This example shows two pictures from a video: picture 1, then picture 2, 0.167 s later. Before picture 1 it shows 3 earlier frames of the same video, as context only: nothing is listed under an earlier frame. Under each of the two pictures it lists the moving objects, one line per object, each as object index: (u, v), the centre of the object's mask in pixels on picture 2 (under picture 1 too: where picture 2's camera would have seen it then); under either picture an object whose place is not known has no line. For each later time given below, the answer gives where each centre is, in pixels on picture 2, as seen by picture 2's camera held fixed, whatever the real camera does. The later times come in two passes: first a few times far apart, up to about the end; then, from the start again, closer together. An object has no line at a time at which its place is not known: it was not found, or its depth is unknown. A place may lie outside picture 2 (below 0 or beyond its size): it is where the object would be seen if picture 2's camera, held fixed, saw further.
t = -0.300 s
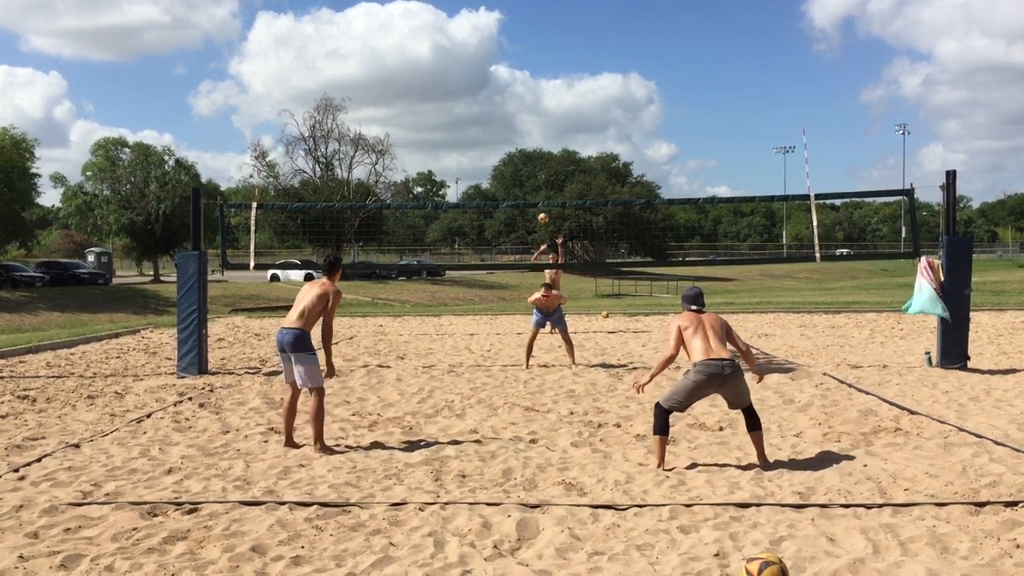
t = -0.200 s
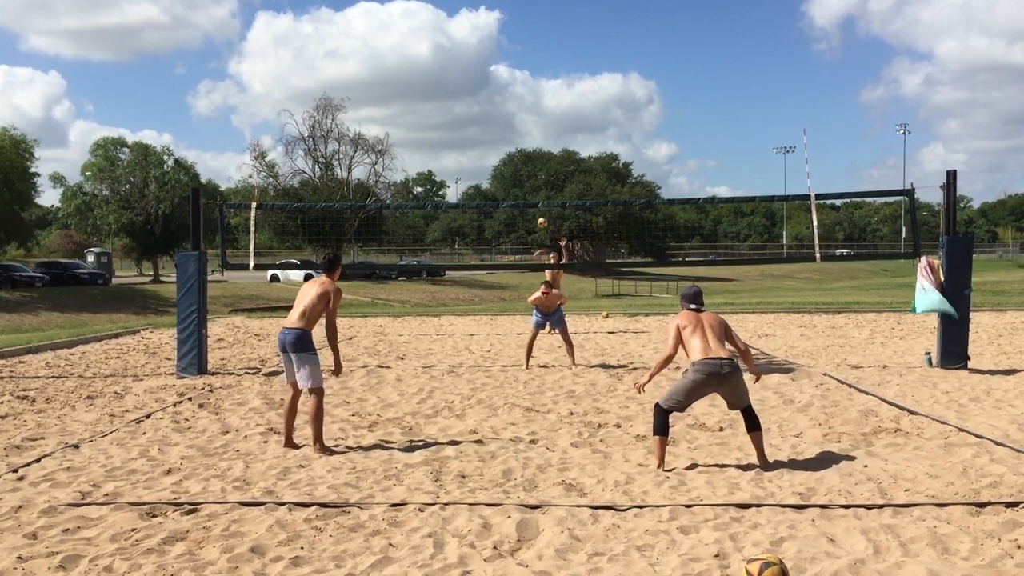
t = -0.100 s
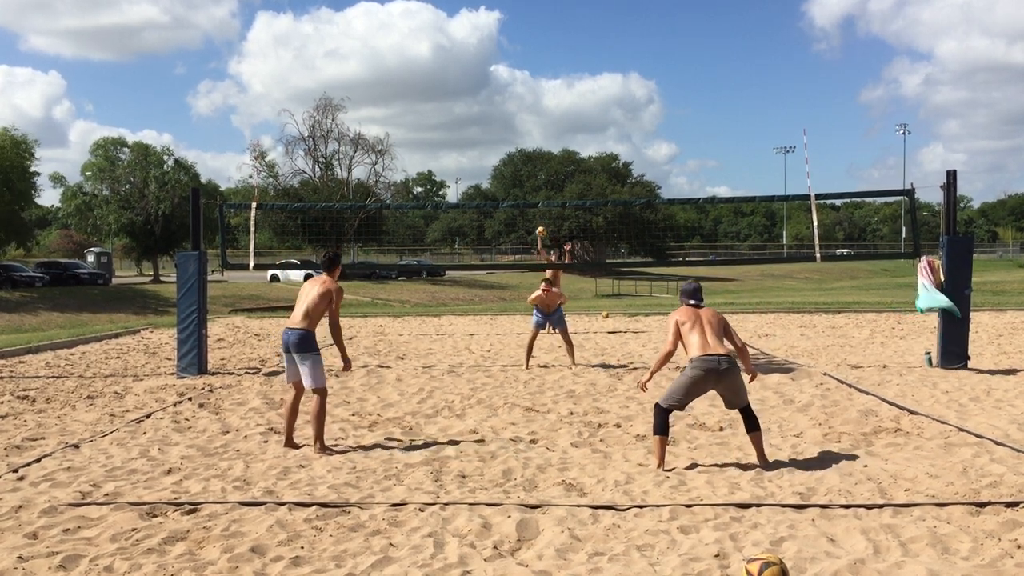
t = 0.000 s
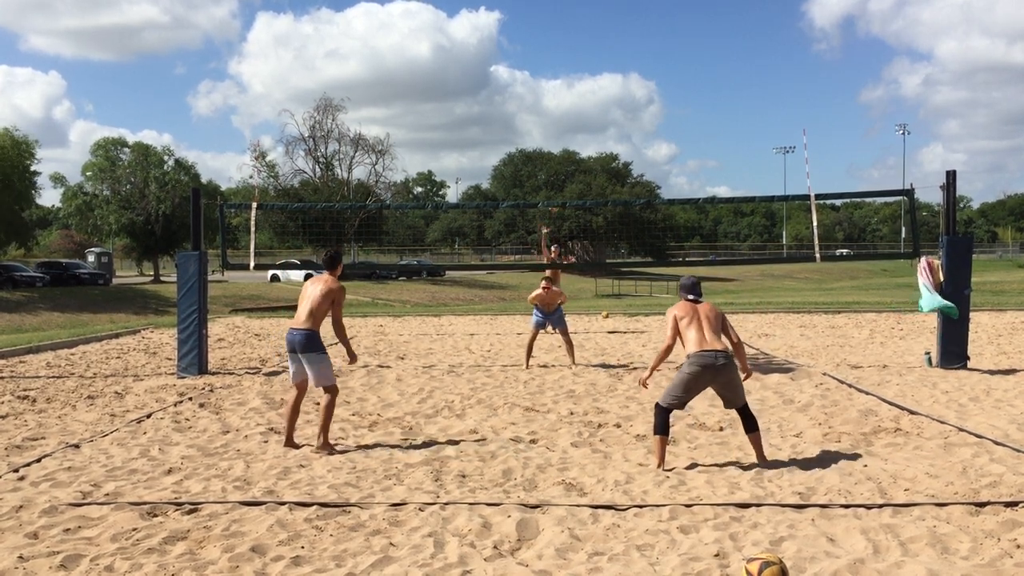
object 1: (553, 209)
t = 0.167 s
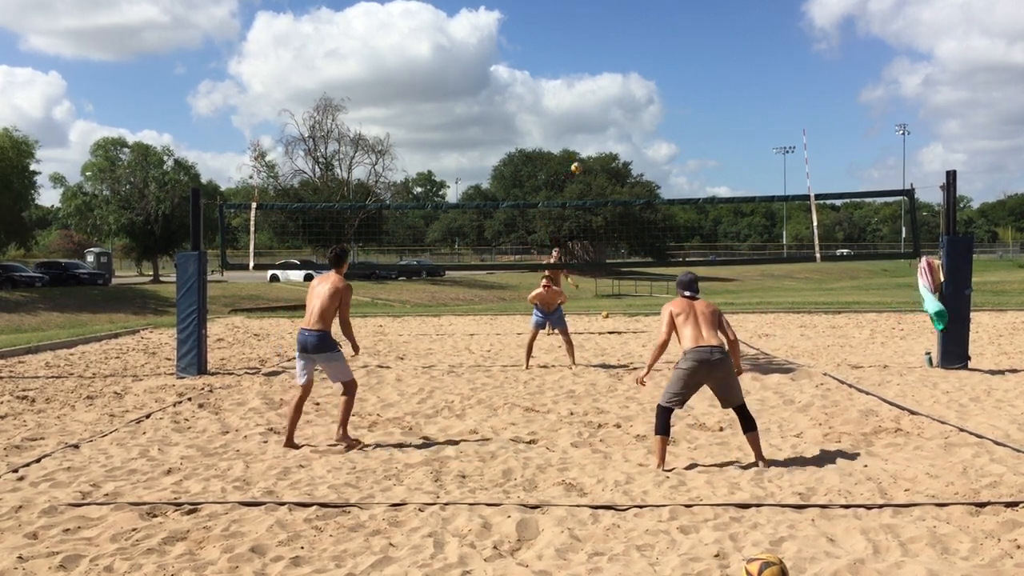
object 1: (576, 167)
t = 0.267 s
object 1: (592, 149)
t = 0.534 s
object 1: (637, 121)
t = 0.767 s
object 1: (687, 130)
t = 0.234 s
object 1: (586, 155)
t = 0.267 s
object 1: (592, 149)
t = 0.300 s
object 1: (597, 144)
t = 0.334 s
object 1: (602, 139)
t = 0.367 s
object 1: (607, 134)
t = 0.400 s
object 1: (613, 129)
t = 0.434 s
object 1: (618, 127)
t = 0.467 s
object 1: (625, 125)
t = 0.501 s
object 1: (631, 123)
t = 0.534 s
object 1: (637, 121)
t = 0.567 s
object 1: (643, 120)
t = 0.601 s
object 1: (650, 120)
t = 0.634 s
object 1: (657, 121)
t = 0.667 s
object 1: (664, 122)
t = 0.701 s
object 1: (672, 124)
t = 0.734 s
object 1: (679, 126)
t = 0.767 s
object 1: (687, 130)
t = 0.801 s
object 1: (695, 135)
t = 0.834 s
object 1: (703, 140)
